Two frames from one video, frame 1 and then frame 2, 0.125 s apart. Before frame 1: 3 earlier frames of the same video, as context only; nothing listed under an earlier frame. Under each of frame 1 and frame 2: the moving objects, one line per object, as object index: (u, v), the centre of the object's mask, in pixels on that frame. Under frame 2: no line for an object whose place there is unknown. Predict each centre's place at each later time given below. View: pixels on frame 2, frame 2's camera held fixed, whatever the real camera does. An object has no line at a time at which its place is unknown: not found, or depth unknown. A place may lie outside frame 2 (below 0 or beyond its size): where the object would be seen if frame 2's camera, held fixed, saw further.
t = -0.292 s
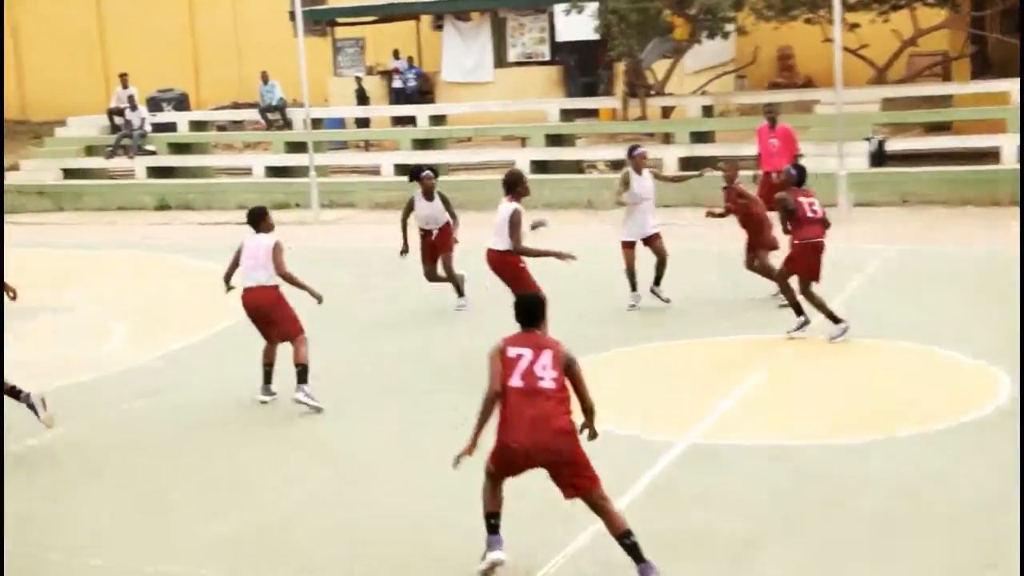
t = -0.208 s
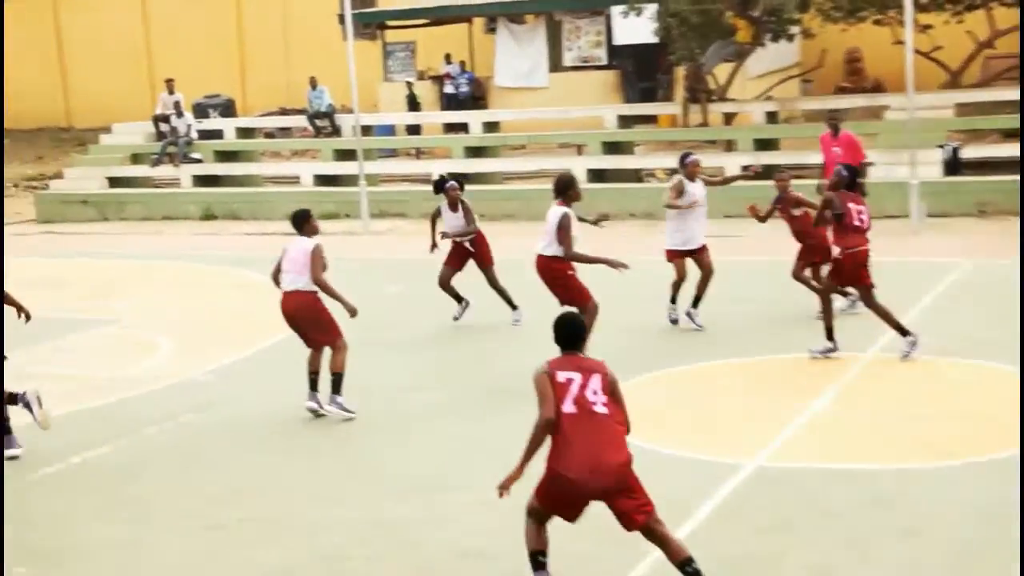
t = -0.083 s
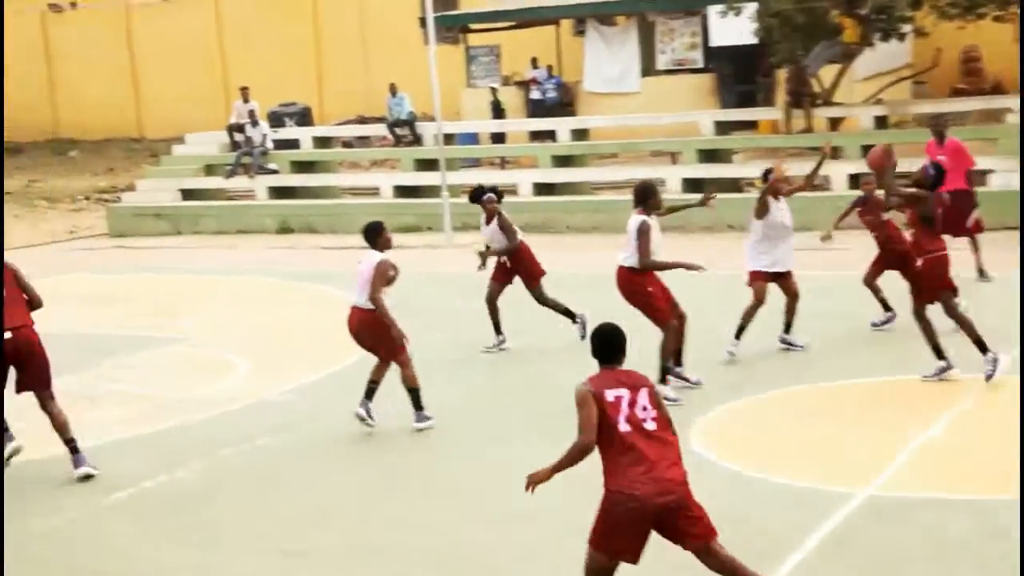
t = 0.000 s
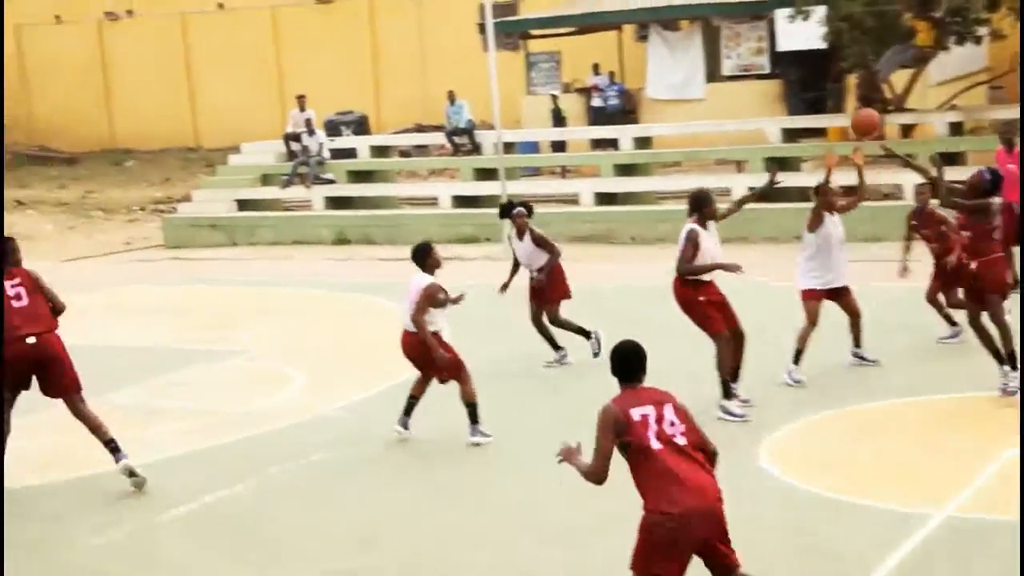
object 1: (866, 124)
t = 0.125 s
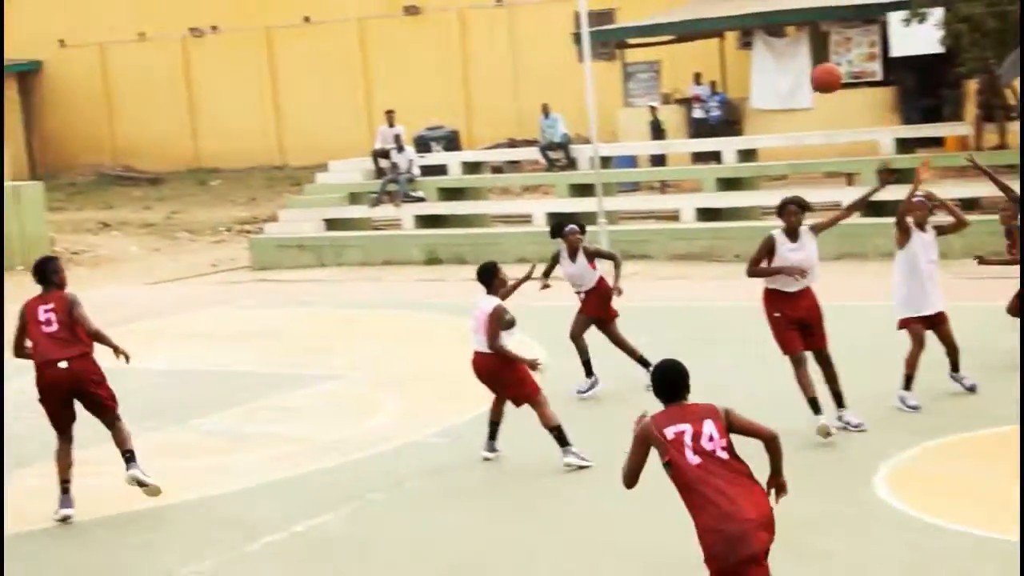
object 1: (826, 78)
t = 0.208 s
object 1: (724, 55)
